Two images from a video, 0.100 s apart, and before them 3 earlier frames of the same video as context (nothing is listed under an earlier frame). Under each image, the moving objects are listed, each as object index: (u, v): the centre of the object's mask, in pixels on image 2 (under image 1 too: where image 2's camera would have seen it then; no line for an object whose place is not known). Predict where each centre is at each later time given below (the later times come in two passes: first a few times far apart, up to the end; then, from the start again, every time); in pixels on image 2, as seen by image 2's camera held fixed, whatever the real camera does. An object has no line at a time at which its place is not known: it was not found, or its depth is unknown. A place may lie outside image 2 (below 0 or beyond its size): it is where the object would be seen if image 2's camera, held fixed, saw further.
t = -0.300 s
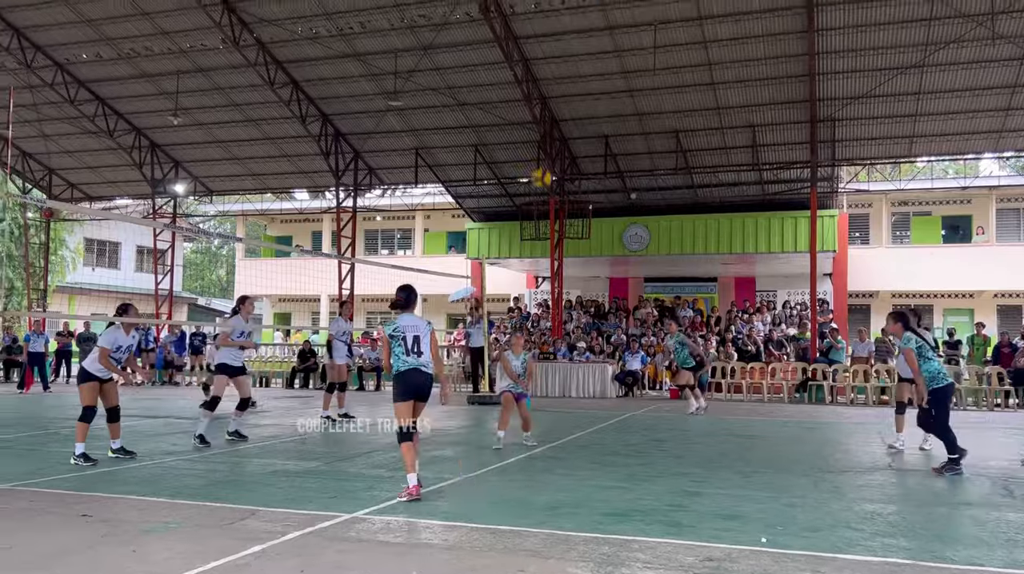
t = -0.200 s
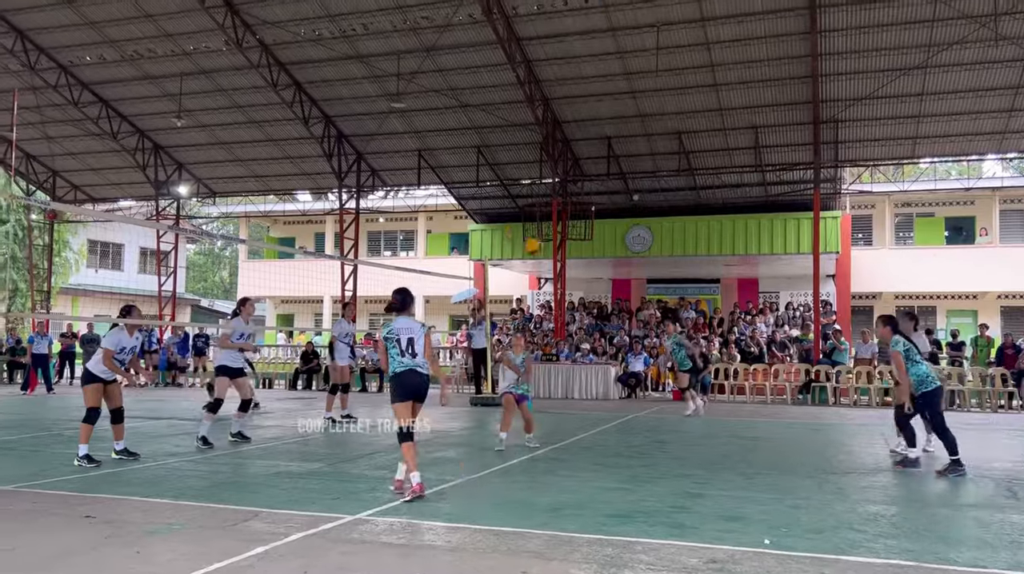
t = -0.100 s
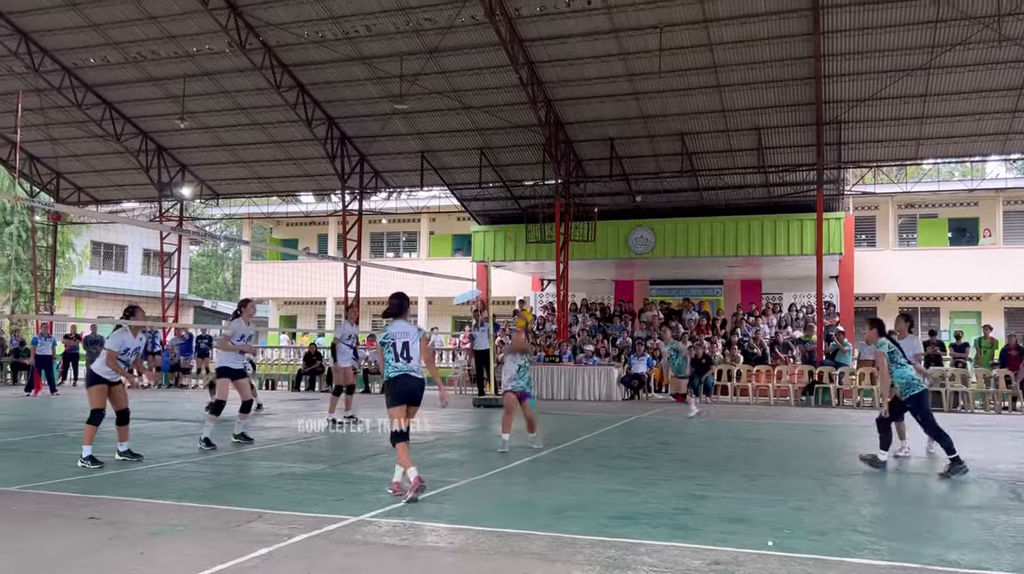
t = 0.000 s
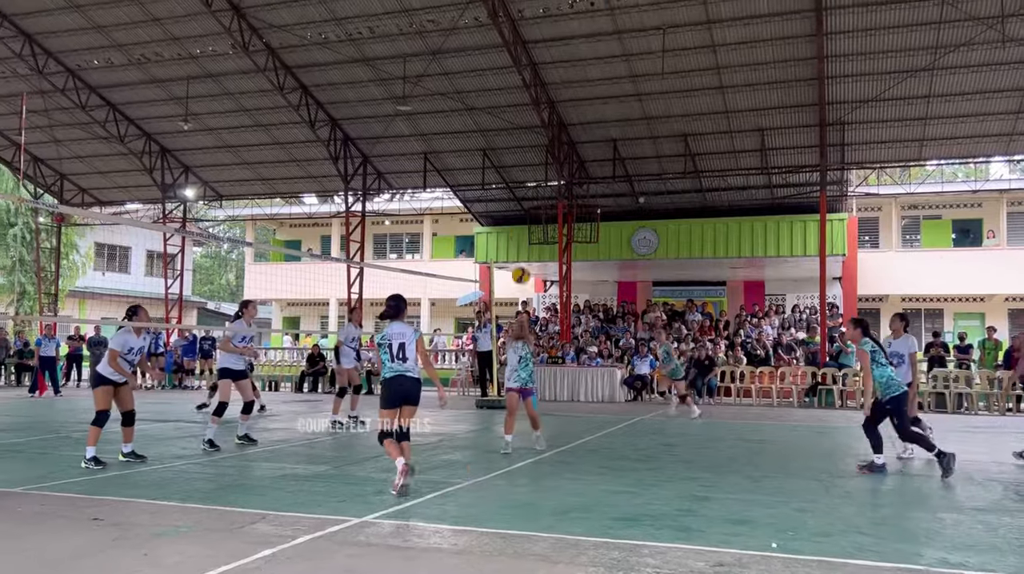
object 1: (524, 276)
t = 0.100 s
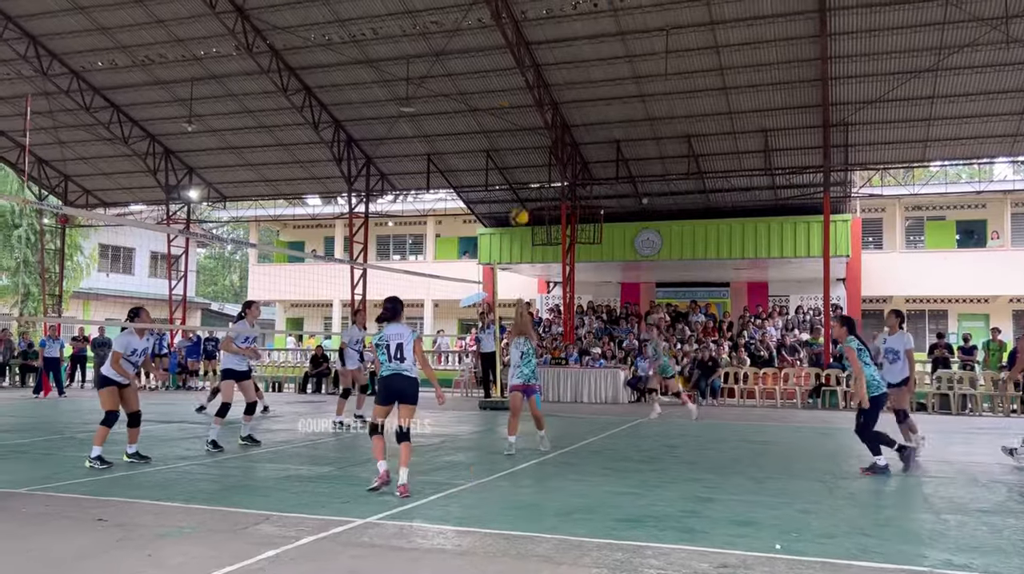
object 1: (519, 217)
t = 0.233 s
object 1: (511, 157)
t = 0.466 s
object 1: (503, 95)
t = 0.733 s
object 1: (488, 82)
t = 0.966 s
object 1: (479, 109)
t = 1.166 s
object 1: (473, 159)
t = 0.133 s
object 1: (519, 198)
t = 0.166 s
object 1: (517, 184)
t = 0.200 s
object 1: (514, 170)
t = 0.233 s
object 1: (511, 157)
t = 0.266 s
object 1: (510, 143)
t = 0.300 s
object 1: (509, 132)
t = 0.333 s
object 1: (508, 123)
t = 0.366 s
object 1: (506, 112)
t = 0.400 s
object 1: (505, 106)
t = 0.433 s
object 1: (504, 100)
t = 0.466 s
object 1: (503, 95)
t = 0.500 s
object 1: (499, 89)
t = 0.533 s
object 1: (497, 86)
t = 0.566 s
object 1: (496, 83)
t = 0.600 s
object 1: (495, 80)
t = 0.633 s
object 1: (493, 80)
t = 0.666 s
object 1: (492, 79)
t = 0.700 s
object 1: (491, 79)
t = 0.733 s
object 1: (488, 82)
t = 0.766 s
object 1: (487, 83)
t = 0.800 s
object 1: (486, 85)
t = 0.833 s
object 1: (484, 88)
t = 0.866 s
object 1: (483, 93)
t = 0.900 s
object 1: (482, 96)
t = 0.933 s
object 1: (480, 103)
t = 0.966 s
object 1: (479, 109)
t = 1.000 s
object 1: (477, 116)
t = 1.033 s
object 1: (478, 125)
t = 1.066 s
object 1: (477, 133)
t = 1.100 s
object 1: (474, 139)
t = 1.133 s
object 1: (474, 152)
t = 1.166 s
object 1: (473, 159)
